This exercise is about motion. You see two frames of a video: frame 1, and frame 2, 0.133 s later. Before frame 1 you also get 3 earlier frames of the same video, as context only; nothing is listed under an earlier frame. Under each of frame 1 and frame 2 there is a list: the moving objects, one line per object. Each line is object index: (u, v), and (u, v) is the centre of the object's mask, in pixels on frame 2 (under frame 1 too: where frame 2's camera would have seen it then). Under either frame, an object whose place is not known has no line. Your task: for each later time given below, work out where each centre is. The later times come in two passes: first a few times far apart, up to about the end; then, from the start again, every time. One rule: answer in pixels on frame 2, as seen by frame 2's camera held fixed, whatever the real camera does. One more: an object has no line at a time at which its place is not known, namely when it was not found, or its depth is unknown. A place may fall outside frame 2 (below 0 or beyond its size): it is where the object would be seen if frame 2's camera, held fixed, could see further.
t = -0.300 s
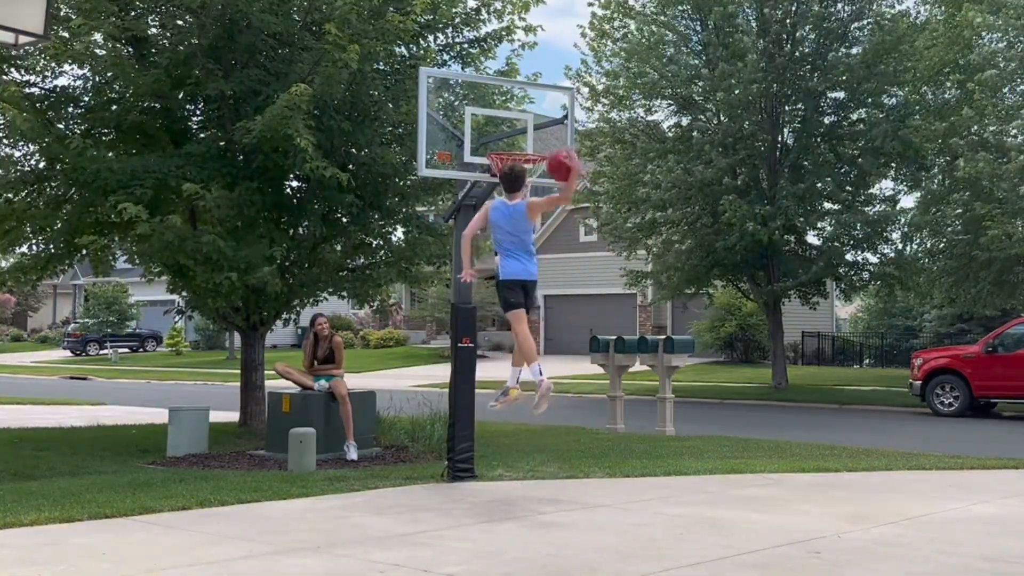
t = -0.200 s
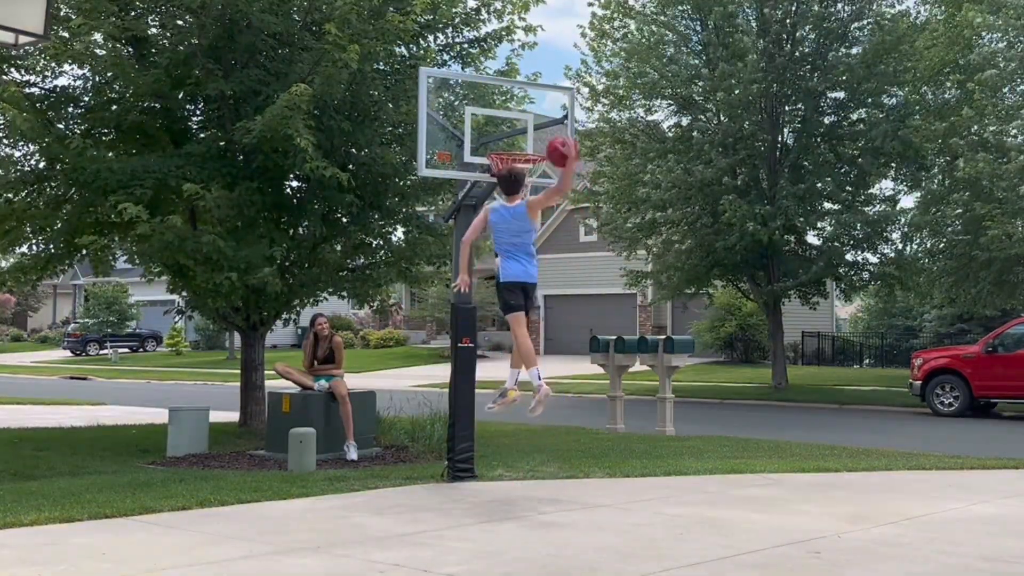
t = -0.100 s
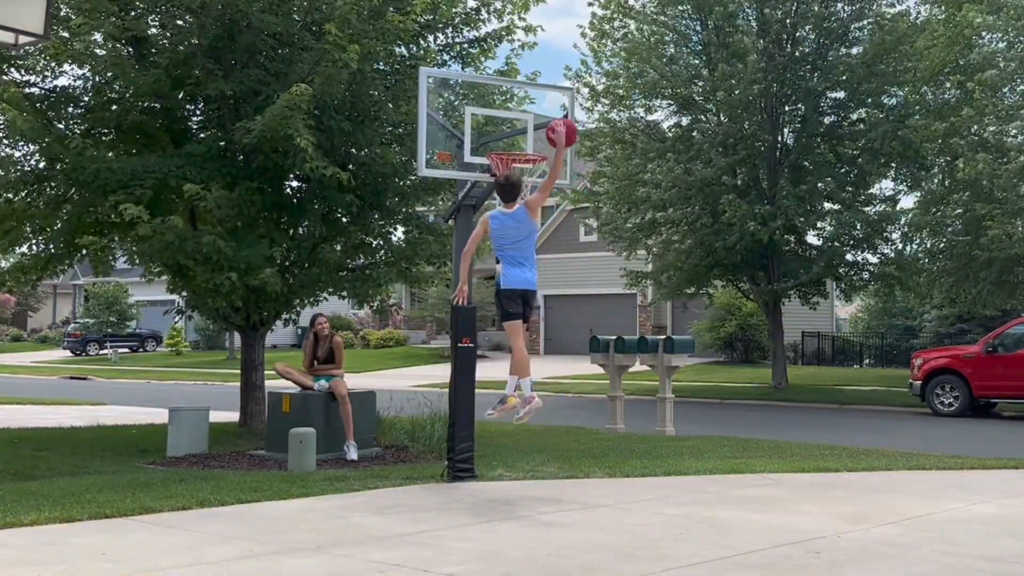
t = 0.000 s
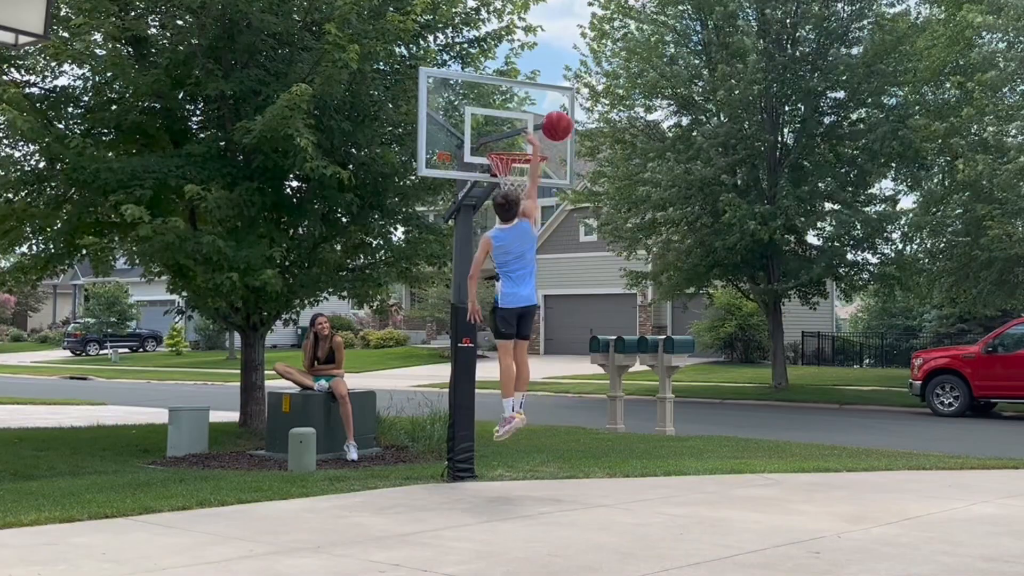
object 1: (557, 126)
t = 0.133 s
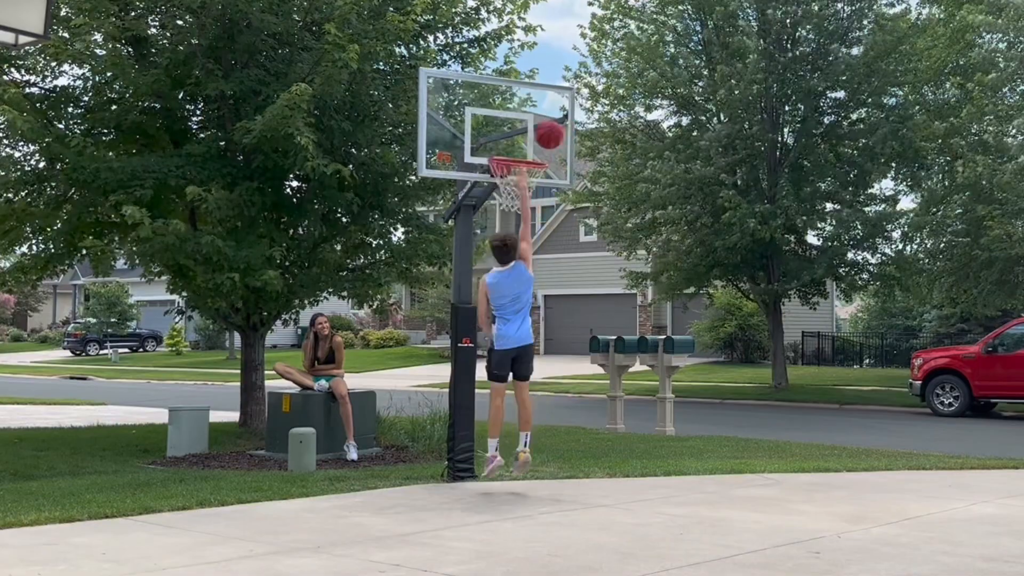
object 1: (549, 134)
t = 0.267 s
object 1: (579, 154)
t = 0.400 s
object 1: (611, 197)
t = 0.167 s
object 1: (556, 138)
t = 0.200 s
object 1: (564, 142)
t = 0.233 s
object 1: (572, 147)
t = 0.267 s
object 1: (579, 154)
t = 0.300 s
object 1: (588, 162)
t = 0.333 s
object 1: (595, 172)
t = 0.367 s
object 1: (603, 184)
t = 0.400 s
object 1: (611, 197)
